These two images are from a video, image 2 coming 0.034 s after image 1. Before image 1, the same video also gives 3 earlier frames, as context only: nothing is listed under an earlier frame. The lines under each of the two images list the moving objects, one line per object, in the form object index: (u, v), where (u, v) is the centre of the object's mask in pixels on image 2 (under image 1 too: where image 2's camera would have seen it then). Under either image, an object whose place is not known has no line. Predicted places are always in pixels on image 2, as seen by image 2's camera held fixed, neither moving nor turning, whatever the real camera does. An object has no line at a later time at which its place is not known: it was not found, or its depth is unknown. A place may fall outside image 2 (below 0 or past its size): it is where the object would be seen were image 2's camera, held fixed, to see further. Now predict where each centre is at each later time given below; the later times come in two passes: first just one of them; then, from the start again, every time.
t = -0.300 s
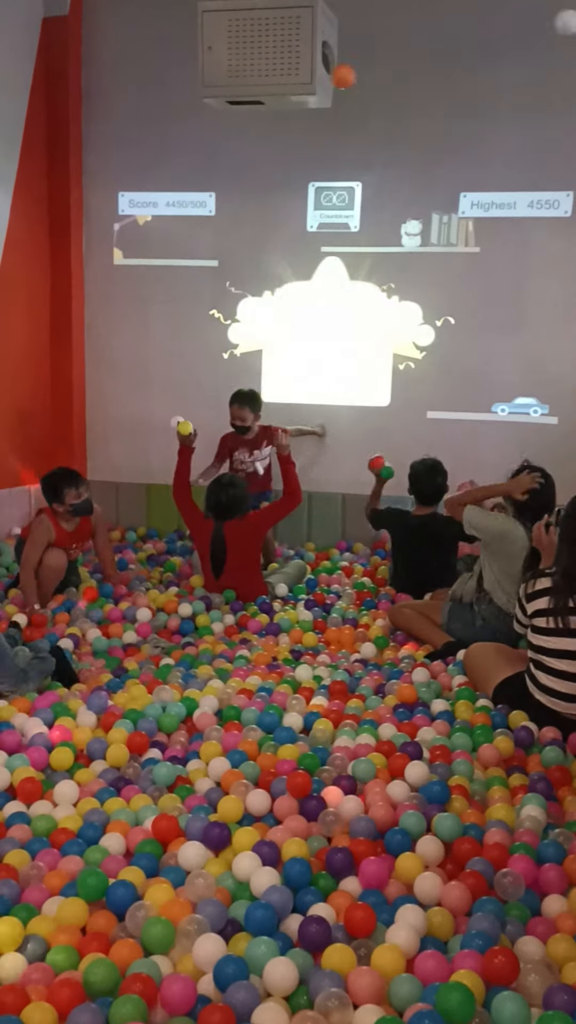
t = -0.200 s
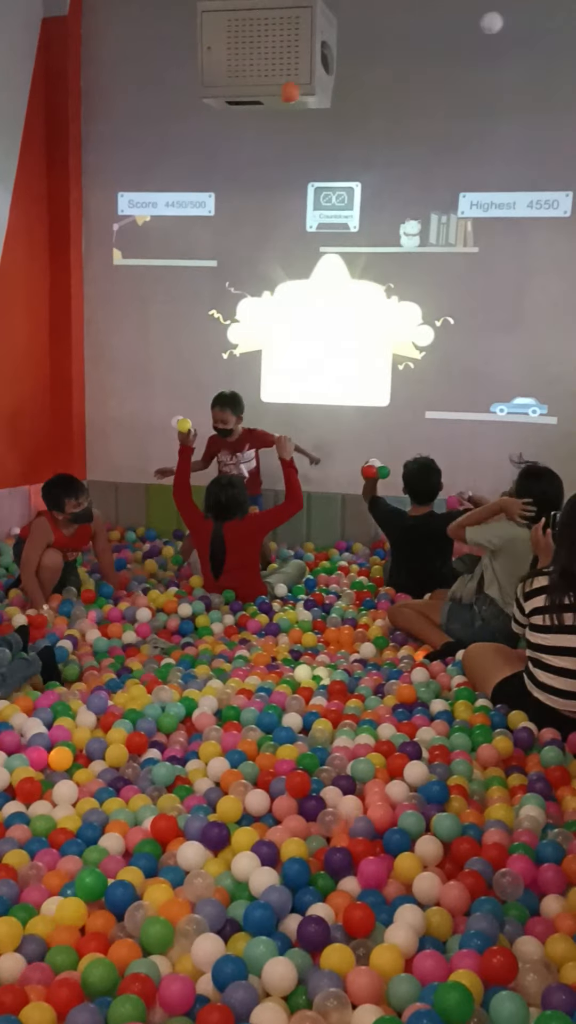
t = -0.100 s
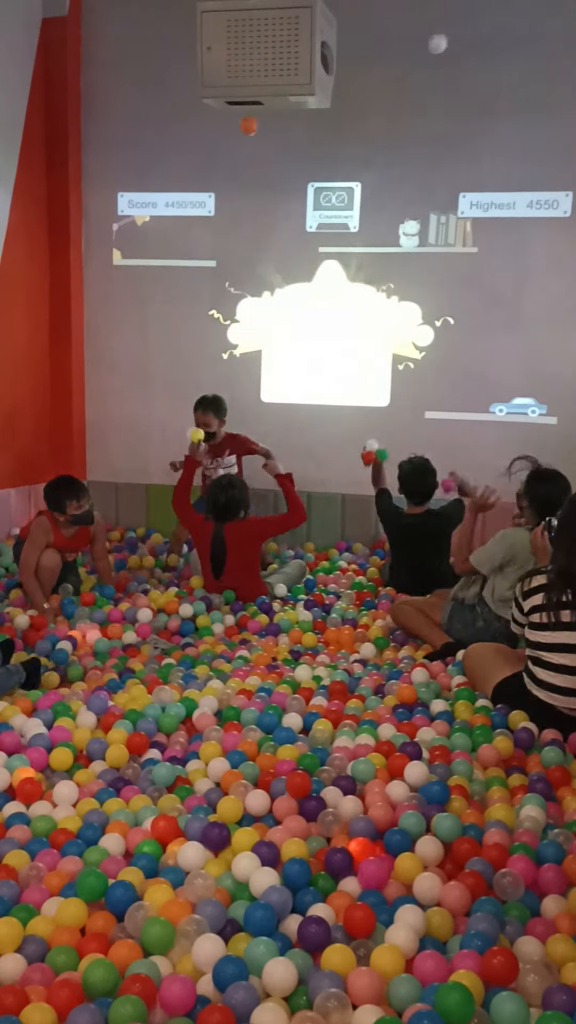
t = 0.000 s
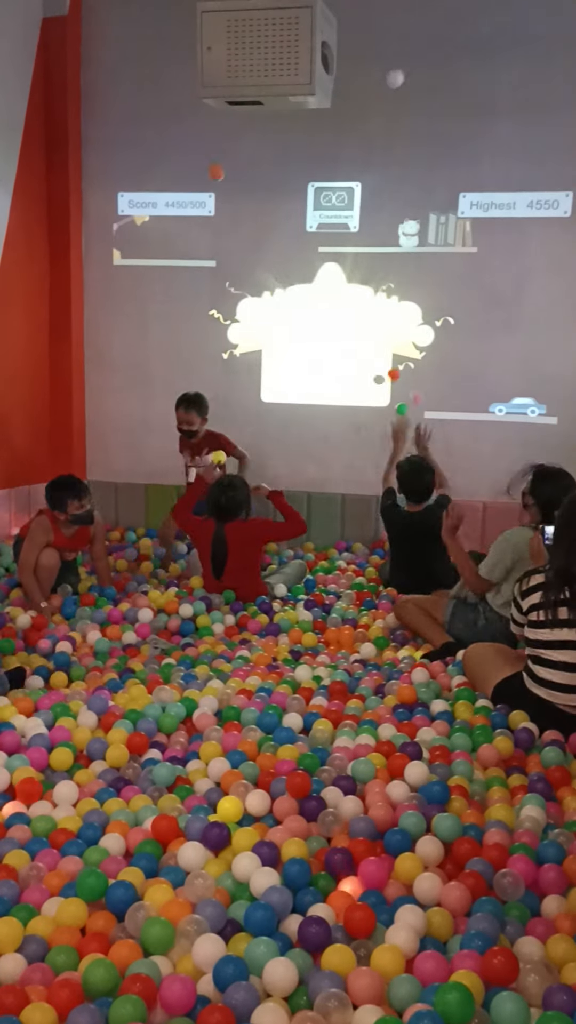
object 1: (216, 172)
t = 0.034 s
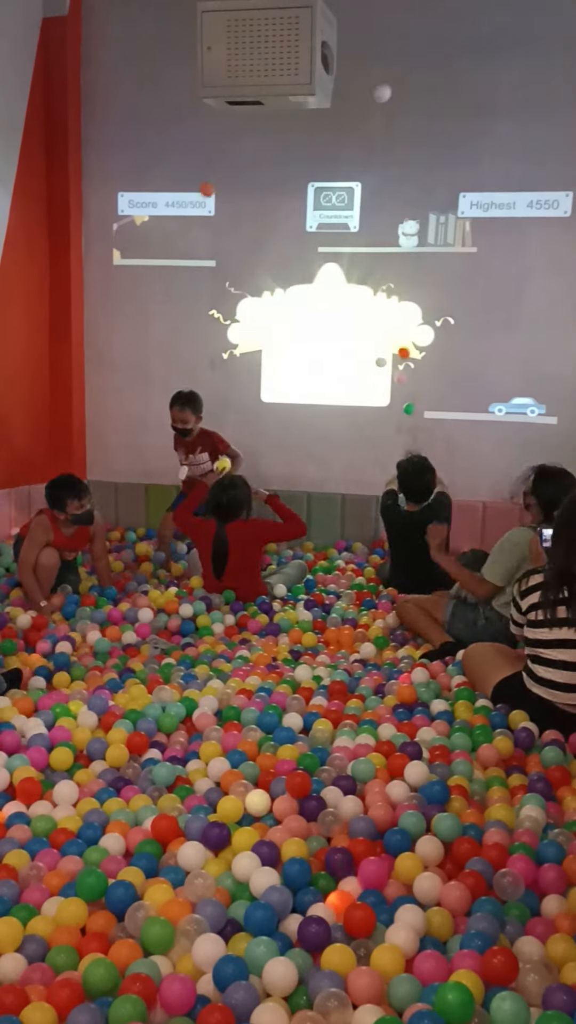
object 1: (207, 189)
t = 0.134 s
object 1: (181, 249)
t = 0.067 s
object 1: (198, 208)
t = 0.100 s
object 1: (189, 228)
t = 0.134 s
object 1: (181, 249)
